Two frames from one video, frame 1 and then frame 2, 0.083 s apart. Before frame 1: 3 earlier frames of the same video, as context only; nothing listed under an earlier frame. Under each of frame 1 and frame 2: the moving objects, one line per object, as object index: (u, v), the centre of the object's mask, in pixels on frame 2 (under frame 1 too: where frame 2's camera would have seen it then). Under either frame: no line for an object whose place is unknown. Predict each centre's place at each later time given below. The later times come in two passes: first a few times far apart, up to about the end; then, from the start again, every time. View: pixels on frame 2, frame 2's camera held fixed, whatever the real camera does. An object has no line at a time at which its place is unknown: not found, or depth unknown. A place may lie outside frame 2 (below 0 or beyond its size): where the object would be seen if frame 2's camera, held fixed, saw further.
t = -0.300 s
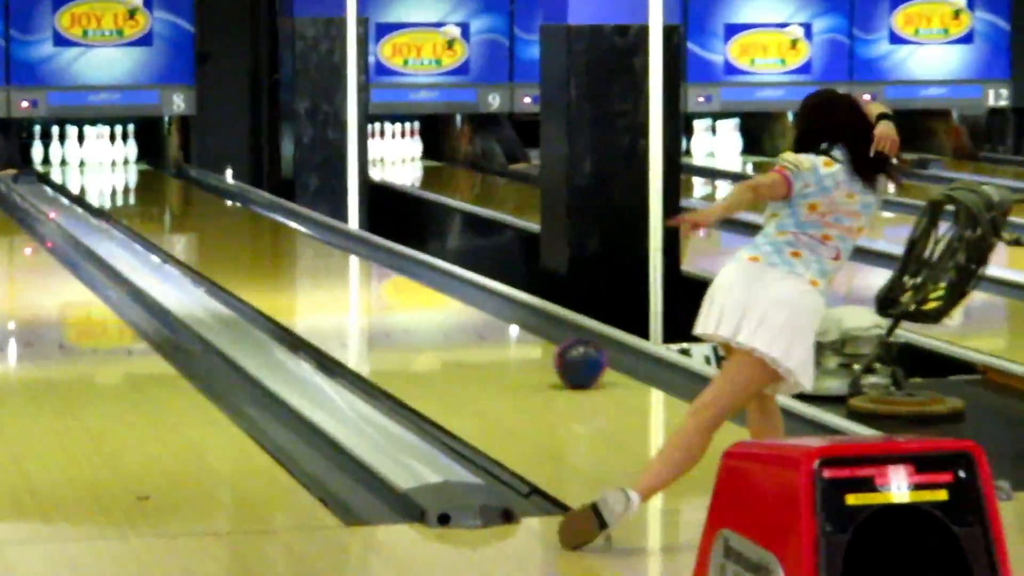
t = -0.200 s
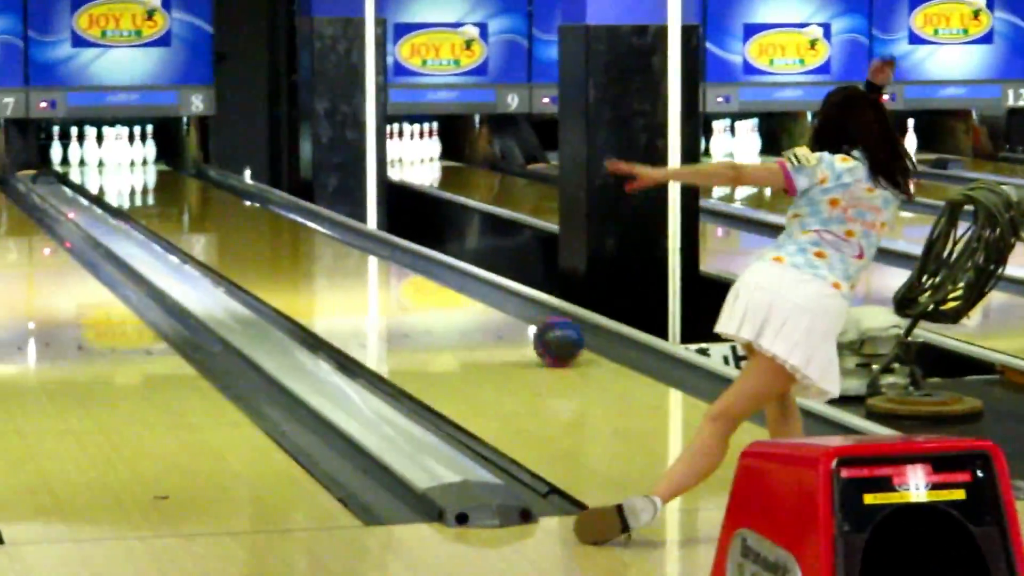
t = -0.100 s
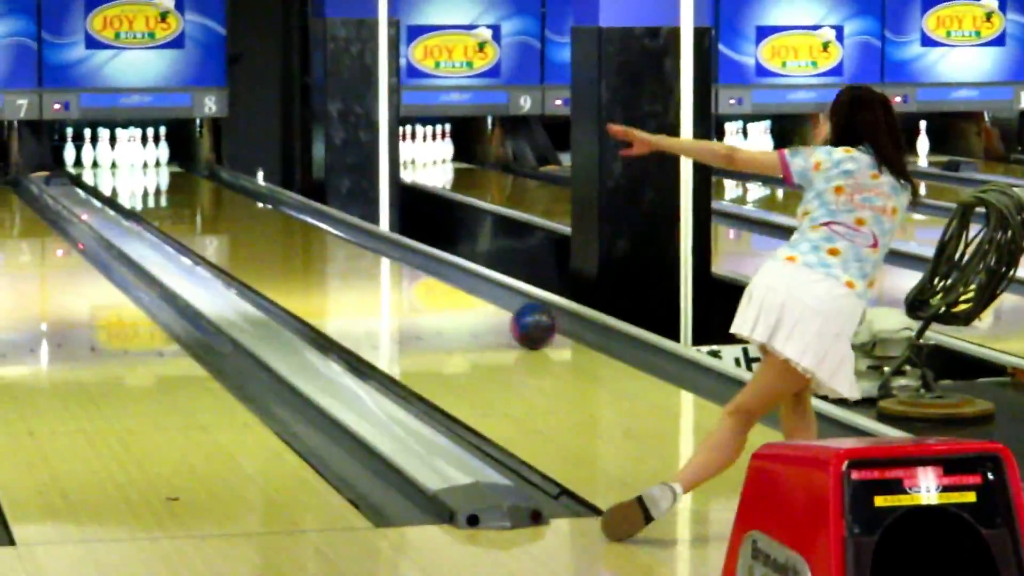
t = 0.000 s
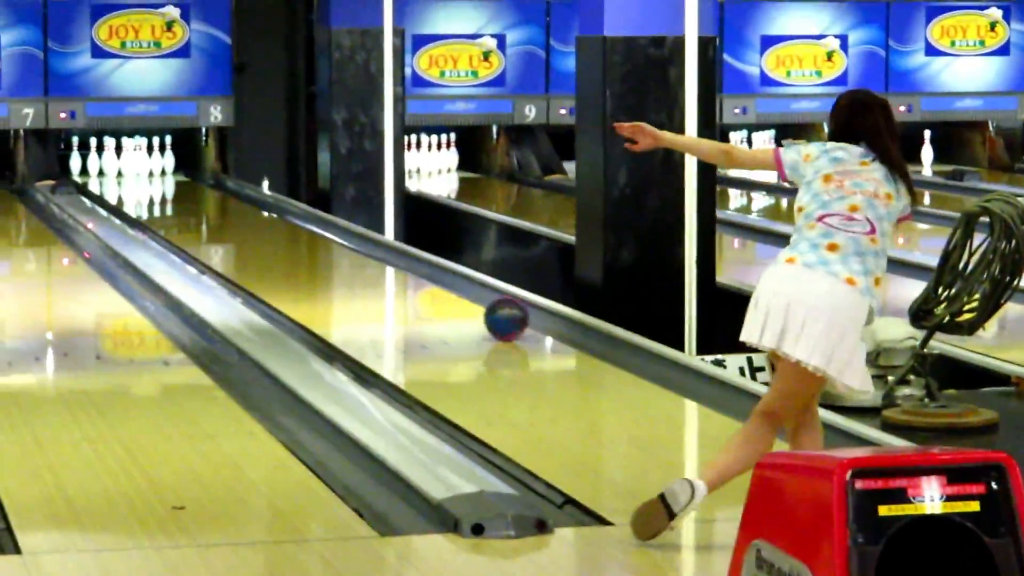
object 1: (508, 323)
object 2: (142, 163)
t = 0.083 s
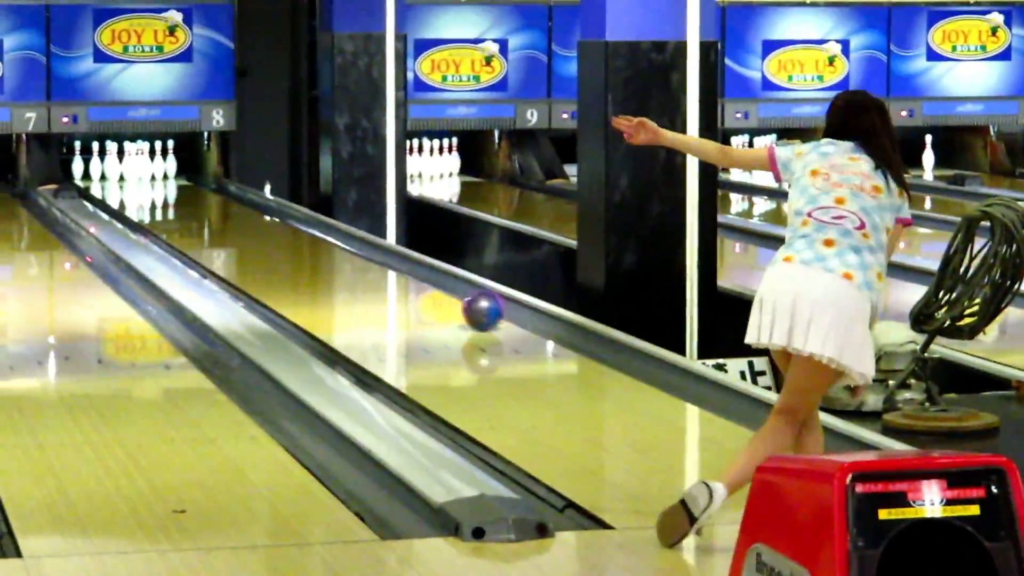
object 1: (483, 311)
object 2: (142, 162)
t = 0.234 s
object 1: (443, 291)
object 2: (146, 161)
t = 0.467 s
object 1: (391, 265)
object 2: (146, 163)
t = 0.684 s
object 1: (349, 247)
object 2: (149, 163)
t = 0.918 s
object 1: (311, 229)
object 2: (150, 163)
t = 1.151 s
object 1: (278, 214)
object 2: (150, 163)
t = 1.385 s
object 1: (248, 201)
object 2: (150, 162)
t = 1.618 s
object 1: (220, 190)
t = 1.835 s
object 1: (194, 184)
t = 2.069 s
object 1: (166, 178)
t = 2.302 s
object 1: (150, 173)
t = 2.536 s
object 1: (147, 170)
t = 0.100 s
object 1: (479, 308)
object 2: (142, 163)
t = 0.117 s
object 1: (474, 305)
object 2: (142, 163)
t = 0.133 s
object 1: (470, 303)
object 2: (143, 162)
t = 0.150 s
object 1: (465, 300)
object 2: (144, 162)
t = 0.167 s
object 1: (460, 298)
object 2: (144, 162)
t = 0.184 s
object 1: (456, 296)
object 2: (145, 162)
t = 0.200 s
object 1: (451, 294)
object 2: (145, 161)
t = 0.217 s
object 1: (447, 292)
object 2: (145, 161)
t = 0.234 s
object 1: (443, 291)
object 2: (146, 161)
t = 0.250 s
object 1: (439, 289)
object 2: (146, 162)
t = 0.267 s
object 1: (434, 286)
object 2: (147, 162)
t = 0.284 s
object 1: (430, 284)
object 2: (147, 161)
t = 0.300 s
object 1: (426, 284)
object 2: (148, 161)
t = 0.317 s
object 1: (422, 282)
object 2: (148, 161)
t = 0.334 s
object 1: (419, 280)
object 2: (148, 161)
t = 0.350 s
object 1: (416, 277)
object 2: (148, 160)
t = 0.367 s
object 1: (412, 276)
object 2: (148, 161)
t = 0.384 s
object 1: (409, 274)
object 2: (147, 162)
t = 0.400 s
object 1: (405, 273)
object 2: (147, 163)
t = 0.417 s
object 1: (400, 271)
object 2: (146, 163)
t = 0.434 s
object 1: (397, 270)
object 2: (148, 161)
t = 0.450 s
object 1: (394, 268)
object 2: (147, 161)
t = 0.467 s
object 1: (391, 265)
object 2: (146, 163)
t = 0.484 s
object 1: (387, 264)
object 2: (147, 163)
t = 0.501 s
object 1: (384, 263)
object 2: (147, 161)
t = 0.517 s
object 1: (380, 261)
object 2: (147, 160)
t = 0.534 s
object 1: (377, 259)
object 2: (148, 160)
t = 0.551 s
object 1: (374, 258)
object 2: (148, 160)
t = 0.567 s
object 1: (370, 256)
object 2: (149, 161)
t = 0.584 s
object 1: (367, 255)
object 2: (149, 162)
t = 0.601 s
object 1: (364, 254)
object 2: (148, 163)
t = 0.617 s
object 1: (361, 252)
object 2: (147, 163)
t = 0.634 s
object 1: (358, 251)
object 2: (147, 163)
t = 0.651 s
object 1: (355, 249)
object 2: (148, 163)
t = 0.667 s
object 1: (352, 248)
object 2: (148, 163)
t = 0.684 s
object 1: (349, 247)
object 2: (149, 163)
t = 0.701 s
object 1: (346, 245)
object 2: (149, 163)
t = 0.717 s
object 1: (344, 245)
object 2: (148, 163)
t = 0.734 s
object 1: (340, 243)
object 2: (149, 163)
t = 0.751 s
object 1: (338, 242)
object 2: (149, 163)
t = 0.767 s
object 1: (335, 241)
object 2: (149, 164)
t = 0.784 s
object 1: (331, 239)
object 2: (149, 163)
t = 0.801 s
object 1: (329, 237)
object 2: (149, 163)
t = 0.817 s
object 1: (326, 236)
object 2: (150, 163)
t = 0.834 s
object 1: (324, 235)
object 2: (150, 163)
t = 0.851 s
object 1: (321, 234)
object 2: (150, 163)
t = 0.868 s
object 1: (318, 233)
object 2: (150, 164)
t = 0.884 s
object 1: (316, 231)
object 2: (150, 164)
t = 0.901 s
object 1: (314, 231)
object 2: (150, 163)
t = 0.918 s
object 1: (311, 229)
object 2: (150, 163)
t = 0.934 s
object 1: (309, 227)
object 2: (150, 163)
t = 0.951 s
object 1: (306, 226)
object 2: (150, 163)
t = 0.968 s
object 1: (304, 225)
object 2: (150, 162)
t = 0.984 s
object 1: (301, 224)
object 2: (150, 161)
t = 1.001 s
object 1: (299, 223)
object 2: (149, 162)
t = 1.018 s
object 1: (296, 222)
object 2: (149, 162)
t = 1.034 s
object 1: (294, 221)
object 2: (149, 162)
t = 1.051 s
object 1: (292, 219)
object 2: (149, 161)
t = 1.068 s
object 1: (289, 218)
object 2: (149, 161)
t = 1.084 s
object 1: (287, 217)
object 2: (149, 161)
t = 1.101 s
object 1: (285, 216)
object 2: (149, 161)
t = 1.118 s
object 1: (282, 216)
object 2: (149, 163)
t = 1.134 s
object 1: (280, 215)
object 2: (150, 163)
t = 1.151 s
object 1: (278, 214)
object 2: (150, 163)
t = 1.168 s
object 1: (276, 213)
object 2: (151, 163)
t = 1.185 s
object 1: (273, 212)
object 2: (151, 163)
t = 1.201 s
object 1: (272, 211)
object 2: (151, 163)
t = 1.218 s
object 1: (270, 210)
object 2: (151, 163)
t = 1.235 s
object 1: (268, 209)
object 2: (151, 162)
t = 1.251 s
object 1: (266, 208)
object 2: (152, 161)
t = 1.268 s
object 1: (263, 207)
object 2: (151, 162)
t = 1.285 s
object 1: (261, 206)
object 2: (151, 162)
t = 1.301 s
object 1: (259, 205)
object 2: (151, 162)
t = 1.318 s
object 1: (257, 204)
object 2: (150, 162)
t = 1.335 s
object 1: (255, 203)
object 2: (150, 162)
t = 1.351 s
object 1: (252, 202)
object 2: (151, 161)
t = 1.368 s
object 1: (250, 201)
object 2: (150, 162)
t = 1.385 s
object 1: (248, 201)
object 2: (150, 162)
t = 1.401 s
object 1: (247, 200)
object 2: (149, 161)
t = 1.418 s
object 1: (245, 200)
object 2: (149, 161)
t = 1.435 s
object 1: (244, 200)
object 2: (149, 161)
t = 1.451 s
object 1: (242, 199)
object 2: (151, 160)
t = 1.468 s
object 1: (240, 196)
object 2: (150, 161)
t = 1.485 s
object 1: (235, 195)
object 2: (150, 161)
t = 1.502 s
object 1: (234, 195)
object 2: (149, 161)
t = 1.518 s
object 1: (232, 194)
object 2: (148, 161)
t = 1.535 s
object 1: (231, 195)
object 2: (147, 162)
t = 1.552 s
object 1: (227, 193)
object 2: (147, 163)
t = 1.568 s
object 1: (225, 192)
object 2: (147, 162)
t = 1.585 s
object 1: (223, 192)
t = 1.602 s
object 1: (222, 191)
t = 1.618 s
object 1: (220, 190)
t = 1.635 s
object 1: (219, 190)
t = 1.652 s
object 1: (216, 190)
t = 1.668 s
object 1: (215, 188)
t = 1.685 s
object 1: (213, 188)
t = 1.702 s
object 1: (211, 189)
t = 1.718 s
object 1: (208, 189)
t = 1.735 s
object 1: (205, 188)
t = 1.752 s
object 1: (203, 187)
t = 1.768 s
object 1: (201, 187)
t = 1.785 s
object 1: (199, 186)
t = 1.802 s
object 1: (197, 185)
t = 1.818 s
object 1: (196, 186)
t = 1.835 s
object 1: (194, 184)
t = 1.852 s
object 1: (192, 184)
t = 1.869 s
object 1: (190, 184)
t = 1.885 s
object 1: (187, 182)
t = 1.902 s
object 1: (185, 183)
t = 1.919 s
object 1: (183, 182)
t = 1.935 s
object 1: (182, 183)
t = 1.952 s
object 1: (180, 182)
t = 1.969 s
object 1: (177, 181)
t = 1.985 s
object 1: (176, 180)
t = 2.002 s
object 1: (175, 180)
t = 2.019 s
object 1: (172, 179)
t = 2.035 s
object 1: (170, 179)
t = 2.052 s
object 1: (169, 178)
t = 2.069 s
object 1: (166, 178)
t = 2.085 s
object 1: (166, 177)
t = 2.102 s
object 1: (164, 177)
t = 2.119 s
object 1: (162, 177)
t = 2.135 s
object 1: (161, 176)
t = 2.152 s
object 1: (159, 176)
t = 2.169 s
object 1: (157, 176)
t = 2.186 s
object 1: (155, 175)
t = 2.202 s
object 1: (153, 175)
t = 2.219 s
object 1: (152, 175)
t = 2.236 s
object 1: (151, 175)
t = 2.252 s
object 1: (150, 174)
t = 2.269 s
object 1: (150, 174)
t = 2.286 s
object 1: (150, 174)
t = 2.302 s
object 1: (150, 173)
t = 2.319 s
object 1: (150, 173)
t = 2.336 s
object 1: (149, 173)
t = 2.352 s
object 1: (149, 173)
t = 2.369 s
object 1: (148, 172)
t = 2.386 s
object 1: (148, 171)
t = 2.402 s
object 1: (149, 171)
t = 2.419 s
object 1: (149, 171)
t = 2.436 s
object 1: (148, 171)
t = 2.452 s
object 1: (148, 170)
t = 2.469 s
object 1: (148, 170)
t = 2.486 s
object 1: (147, 170)
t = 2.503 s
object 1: (146, 170)
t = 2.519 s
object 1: (147, 170)
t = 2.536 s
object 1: (147, 170)
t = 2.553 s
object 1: (147, 170)
